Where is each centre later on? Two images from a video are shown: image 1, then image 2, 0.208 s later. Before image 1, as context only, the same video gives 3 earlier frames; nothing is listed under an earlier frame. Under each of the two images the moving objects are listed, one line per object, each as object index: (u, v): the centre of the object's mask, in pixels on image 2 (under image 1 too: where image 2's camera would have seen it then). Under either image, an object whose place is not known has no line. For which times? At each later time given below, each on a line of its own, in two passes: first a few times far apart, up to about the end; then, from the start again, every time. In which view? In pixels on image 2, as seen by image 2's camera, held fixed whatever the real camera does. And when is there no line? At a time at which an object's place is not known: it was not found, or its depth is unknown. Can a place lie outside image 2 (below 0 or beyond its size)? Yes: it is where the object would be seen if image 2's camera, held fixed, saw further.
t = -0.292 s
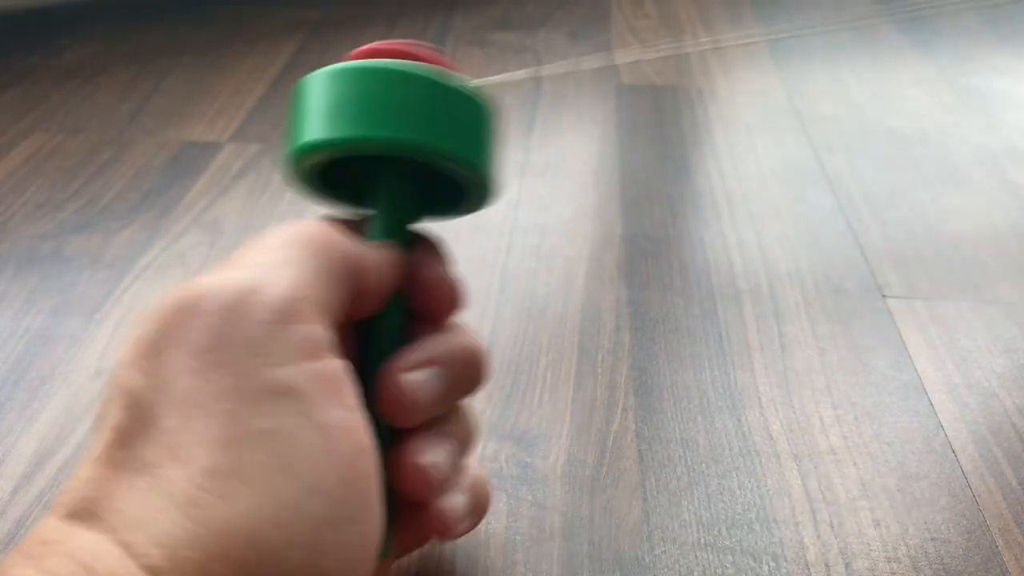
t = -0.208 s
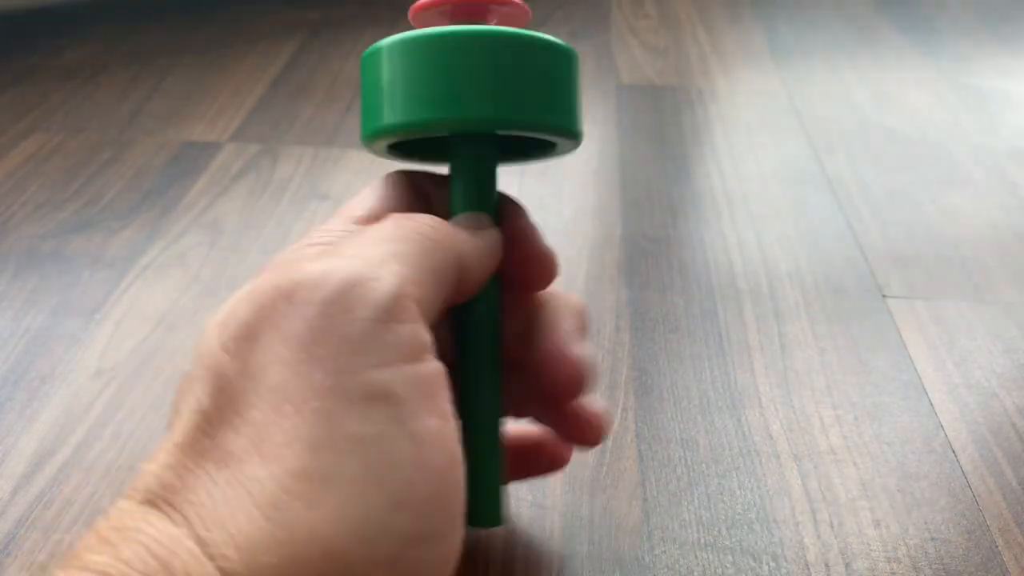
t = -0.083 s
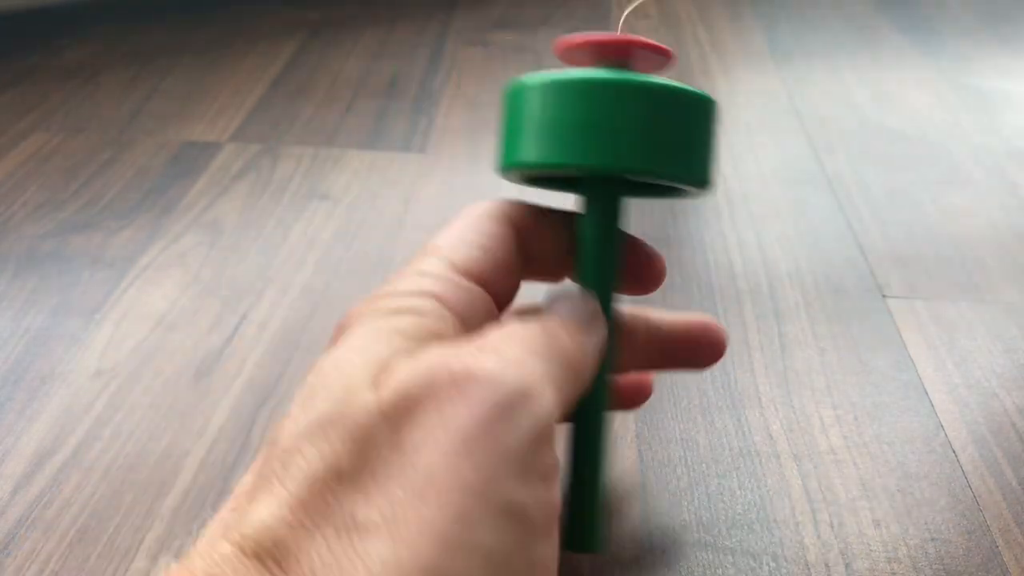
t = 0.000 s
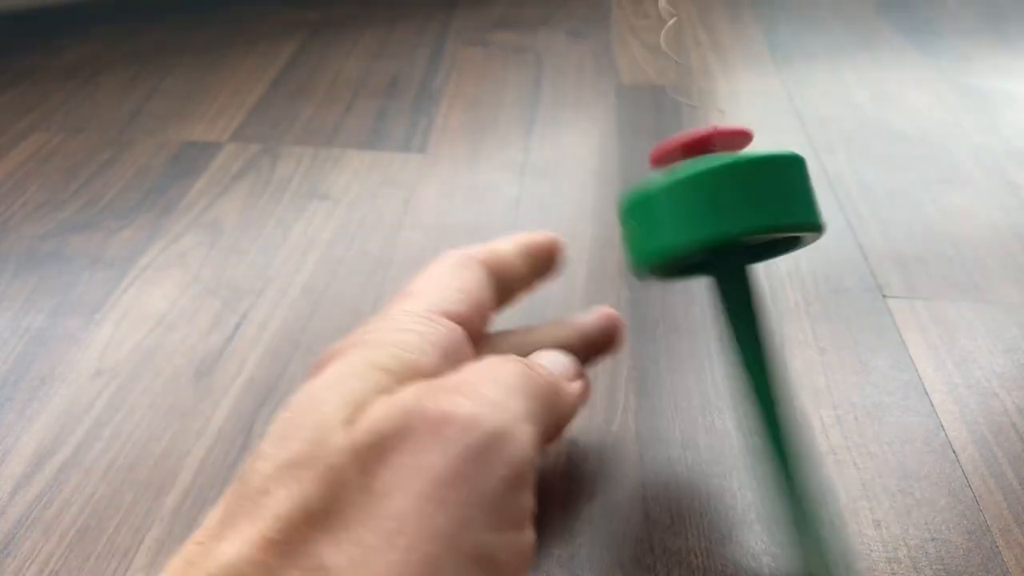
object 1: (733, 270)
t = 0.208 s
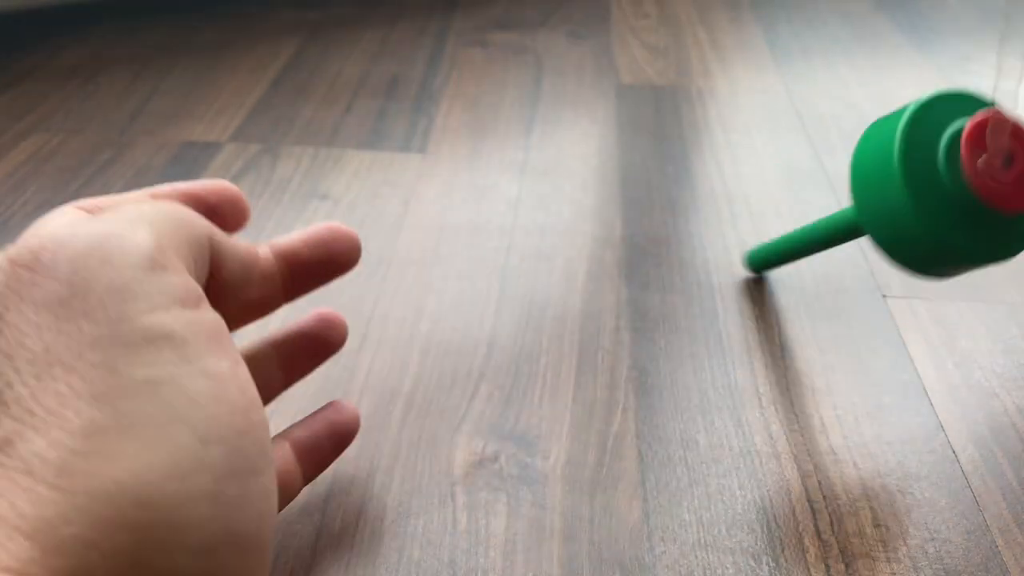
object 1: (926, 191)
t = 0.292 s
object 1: (945, 169)
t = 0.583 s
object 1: (732, 218)
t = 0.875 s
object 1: (542, 174)
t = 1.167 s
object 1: (555, 229)
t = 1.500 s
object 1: (771, 231)
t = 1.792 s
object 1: (800, 202)
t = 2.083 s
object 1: (805, 226)
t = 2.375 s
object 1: (771, 209)
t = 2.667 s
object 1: (794, 195)
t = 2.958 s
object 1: (788, 208)
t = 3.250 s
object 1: (780, 239)
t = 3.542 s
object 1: (769, 209)
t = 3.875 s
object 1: (835, 265)
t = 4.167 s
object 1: (840, 207)
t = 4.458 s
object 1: (868, 192)
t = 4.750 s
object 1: (826, 196)
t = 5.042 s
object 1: (801, 207)
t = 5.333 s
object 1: (855, 190)
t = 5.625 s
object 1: (923, 187)
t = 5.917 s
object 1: (906, 180)
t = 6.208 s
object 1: (869, 179)
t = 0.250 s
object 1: (941, 176)
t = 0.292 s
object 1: (945, 169)
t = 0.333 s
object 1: (945, 158)
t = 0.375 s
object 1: (930, 150)
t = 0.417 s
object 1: (900, 176)
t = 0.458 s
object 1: (857, 204)
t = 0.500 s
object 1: (820, 204)
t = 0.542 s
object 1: (776, 195)
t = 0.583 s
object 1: (732, 218)
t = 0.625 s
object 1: (706, 165)
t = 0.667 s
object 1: (668, 145)
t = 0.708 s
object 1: (634, 166)
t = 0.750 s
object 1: (606, 179)
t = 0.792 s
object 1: (588, 147)
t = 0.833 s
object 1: (567, 147)
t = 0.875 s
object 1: (542, 174)
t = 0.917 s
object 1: (521, 182)
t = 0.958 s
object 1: (515, 164)
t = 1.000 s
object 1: (507, 173)
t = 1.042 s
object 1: (497, 210)
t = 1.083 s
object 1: (513, 214)
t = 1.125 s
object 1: (531, 213)
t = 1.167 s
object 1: (555, 229)
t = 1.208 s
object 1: (588, 248)
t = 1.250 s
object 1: (626, 244)
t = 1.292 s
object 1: (659, 232)
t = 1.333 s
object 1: (682, 225)
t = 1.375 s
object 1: (703, 222)
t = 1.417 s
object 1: (735, 226)
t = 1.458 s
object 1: (759, 236)
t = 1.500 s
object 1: (771, 231)
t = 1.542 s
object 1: (771, 235)
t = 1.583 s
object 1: (775, 249)
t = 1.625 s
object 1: (789, 254)
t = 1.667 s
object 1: (796, 253)
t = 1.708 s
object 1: (794, 227)
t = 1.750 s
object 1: (794, 210)
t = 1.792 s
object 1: (800, 202)
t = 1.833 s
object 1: (804, 205)
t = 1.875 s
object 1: (802, 211)
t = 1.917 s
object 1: (794, 227)
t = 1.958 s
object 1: (795, 242)
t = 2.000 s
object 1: (805, 249)
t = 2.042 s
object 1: (811, 248)
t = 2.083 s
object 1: (805, 226)
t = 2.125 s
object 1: (797, 207)
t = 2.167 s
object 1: (793, 195)
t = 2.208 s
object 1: (795, 183)
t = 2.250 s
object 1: (797, 180)
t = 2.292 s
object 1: (792, 181)
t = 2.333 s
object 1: (784, 186)
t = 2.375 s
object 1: (771, 209)
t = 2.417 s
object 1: (780, 221)
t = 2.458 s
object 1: (789, 236)
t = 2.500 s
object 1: (801, 226)
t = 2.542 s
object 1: (810, 228)
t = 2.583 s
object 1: (810, 223)
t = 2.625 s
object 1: (799, 208)
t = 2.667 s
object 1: (794, 195)
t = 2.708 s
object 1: (790, 194)
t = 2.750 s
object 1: (792, 200)
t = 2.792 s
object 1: (804, 189)
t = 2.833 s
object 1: (805, 195)
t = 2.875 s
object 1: (803, 208)
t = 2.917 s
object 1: (800, 199)
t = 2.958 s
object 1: (788, 208)
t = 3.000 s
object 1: (777, 224)
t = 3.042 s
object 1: (780, 212)
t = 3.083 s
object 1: (778, 219)
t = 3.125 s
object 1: (777, 237)
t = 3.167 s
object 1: (781, 229)
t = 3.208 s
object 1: (782, 236)
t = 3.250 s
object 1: (780, 239)
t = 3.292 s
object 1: (766, 204)
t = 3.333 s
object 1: (761, 190)
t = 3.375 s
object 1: (754, 191)
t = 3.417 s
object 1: (749, 195)
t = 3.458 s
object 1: (761, 178)
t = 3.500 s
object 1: (766, 185)
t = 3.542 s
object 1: (769, 209)
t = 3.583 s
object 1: (779, 221)
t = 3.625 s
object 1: (786, 214)
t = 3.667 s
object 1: (781, 240)
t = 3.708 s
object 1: (788, 262)
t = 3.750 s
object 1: (804, 260)
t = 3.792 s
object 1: (818, 248)
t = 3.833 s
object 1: (826, 263)
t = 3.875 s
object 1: (835, 265)
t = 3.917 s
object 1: (842, 267)
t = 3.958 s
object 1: (846, 239)
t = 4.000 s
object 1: (845, 237)
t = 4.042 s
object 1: (842, 229)
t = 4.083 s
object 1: (837, 228)
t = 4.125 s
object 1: (839, 212)
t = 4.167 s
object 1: (840, 207)
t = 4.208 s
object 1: (838, 215)
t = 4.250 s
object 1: (852, 198)
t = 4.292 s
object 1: (856, 214)
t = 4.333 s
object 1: (866, 198)
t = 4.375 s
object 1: (866, 195)
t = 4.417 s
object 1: (866, 213)
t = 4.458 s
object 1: (868, 192)
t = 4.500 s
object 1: (861, 197)
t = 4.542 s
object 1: (846, 214)
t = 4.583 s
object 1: (847, 193)
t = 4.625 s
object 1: (840, 198)
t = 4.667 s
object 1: (834, 215)
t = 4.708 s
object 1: (833, 195)
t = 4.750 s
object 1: (826, 196)
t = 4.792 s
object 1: (818, 205)
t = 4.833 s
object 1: (812, 209)
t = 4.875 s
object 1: (810, 199)
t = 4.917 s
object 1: (809, 201)
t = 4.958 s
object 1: (807, 208)
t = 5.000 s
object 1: (804, 216)
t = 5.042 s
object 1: (801, 207)
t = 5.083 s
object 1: (802, 193)
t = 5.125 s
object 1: (809, 190)
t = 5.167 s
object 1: (813, 193)
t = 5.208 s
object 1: (815, 199)
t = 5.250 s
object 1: (819, 200)
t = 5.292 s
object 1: (834, 195)
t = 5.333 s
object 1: (855, 190)
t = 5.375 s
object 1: (878, 189)
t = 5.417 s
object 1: (899, 186)
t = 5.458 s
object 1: (911, 183)
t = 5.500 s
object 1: (917, 183)
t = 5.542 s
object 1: (921, 186)
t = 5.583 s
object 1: (923, 189)
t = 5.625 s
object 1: (923, 187)
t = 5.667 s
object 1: (920, 183)
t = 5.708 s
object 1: (916, 178)
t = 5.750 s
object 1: (911, 176)
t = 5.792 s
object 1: (908, 175)
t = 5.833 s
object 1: (905, 177)
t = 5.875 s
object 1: (905, 179)
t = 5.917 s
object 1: (906, 180)
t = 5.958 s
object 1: (907, 181)
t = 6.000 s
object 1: (907, 181)
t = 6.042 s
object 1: (906, 181)
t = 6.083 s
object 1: (901, 180)
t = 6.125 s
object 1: (894, 180)
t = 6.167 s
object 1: (883, 179)
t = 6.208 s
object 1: (869, 179)
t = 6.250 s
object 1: (854, 178)
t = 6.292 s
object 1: (838, 173)
